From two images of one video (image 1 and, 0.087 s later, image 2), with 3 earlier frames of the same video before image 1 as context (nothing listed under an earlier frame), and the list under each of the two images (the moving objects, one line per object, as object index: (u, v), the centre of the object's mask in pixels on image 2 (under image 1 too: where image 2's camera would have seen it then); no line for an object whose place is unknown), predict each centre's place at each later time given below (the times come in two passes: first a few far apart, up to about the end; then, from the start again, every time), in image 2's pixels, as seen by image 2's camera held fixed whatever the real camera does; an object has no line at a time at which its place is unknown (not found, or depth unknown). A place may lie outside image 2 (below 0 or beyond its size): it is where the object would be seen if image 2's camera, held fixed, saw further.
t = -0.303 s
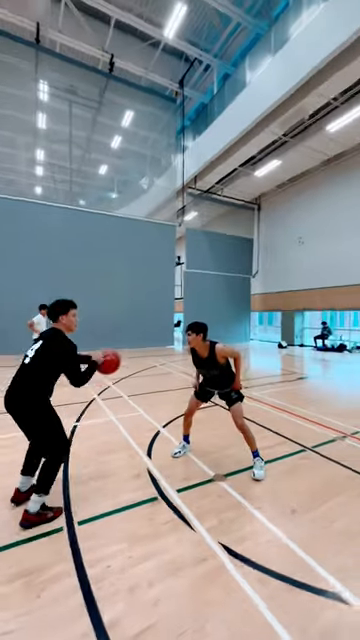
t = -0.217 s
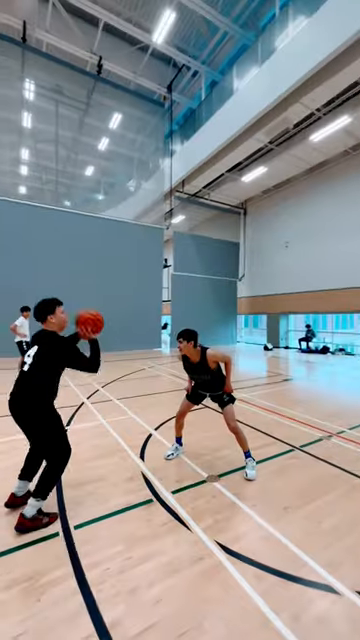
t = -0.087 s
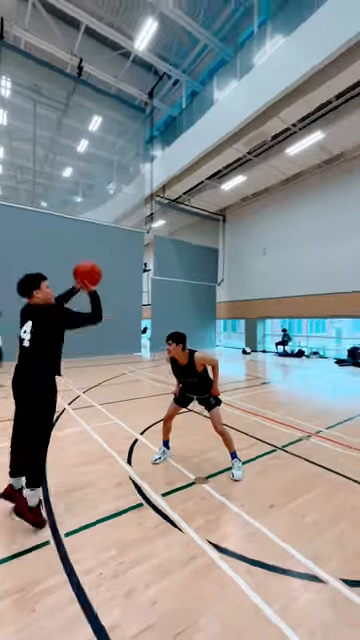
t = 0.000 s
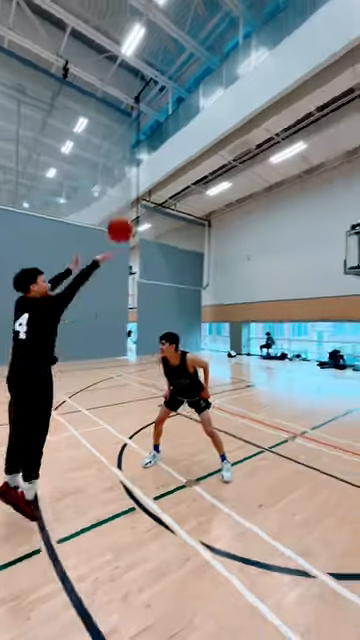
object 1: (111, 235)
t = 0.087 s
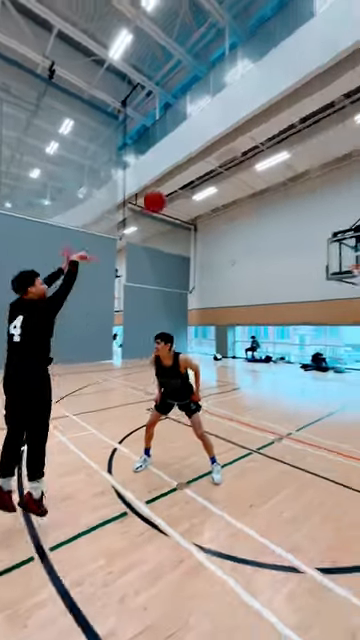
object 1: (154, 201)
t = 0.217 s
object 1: (210, 176)
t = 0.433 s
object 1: (269, 168)
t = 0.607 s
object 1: (302, 179)
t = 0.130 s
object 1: (178, 189)
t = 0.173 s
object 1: (191, 181)
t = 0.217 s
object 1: (210, 176)
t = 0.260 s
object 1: (222, 173)
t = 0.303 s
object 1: (236, 170)
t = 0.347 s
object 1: (249, 166)
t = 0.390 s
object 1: (257, 166)
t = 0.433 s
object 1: (269, 168)
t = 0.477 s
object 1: (280, 171)
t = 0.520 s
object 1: (286, 172)
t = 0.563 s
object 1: (295, 176)
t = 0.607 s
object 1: (302, 179)
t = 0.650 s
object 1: (310, 185)
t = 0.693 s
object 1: (318, 191)
